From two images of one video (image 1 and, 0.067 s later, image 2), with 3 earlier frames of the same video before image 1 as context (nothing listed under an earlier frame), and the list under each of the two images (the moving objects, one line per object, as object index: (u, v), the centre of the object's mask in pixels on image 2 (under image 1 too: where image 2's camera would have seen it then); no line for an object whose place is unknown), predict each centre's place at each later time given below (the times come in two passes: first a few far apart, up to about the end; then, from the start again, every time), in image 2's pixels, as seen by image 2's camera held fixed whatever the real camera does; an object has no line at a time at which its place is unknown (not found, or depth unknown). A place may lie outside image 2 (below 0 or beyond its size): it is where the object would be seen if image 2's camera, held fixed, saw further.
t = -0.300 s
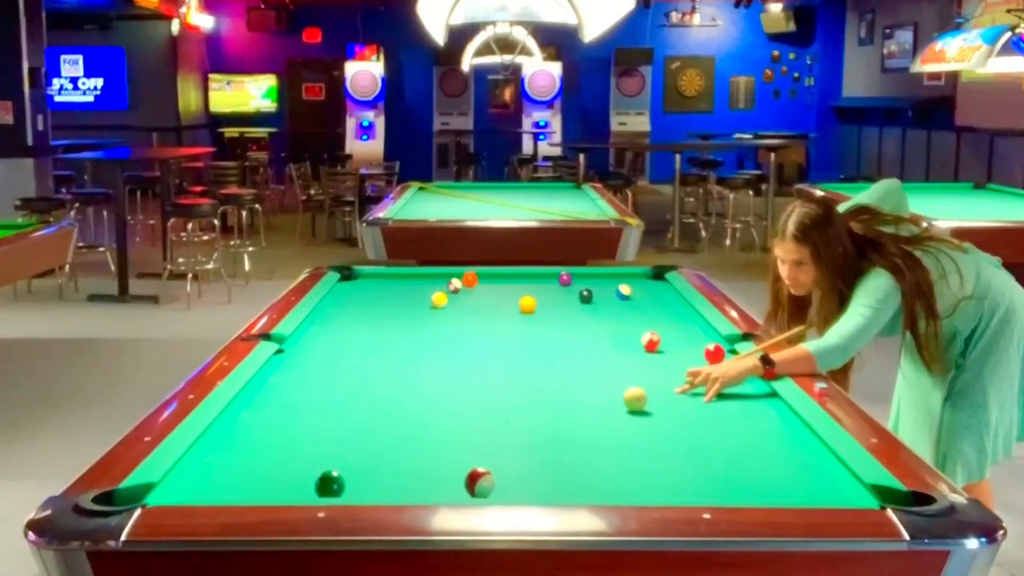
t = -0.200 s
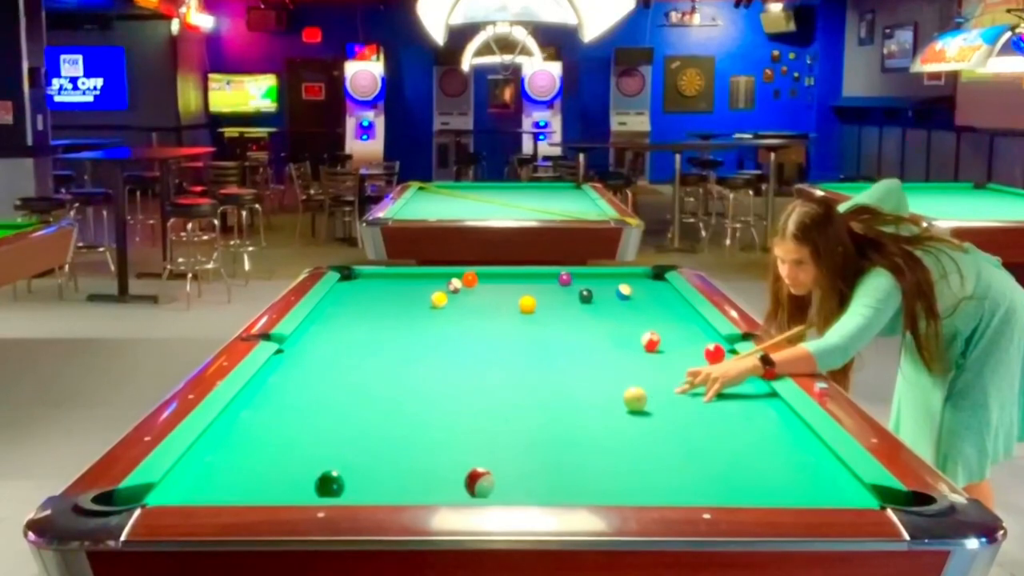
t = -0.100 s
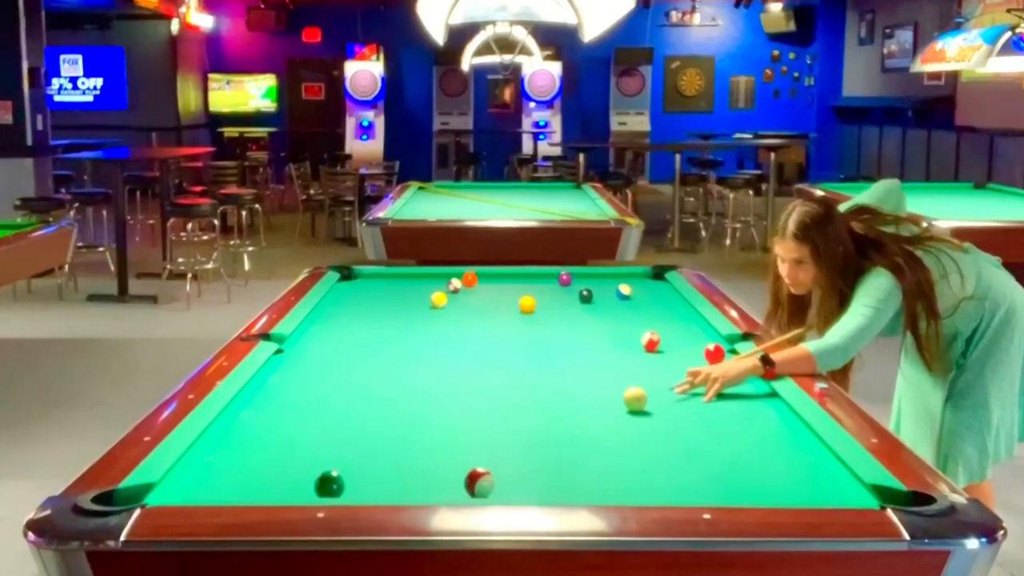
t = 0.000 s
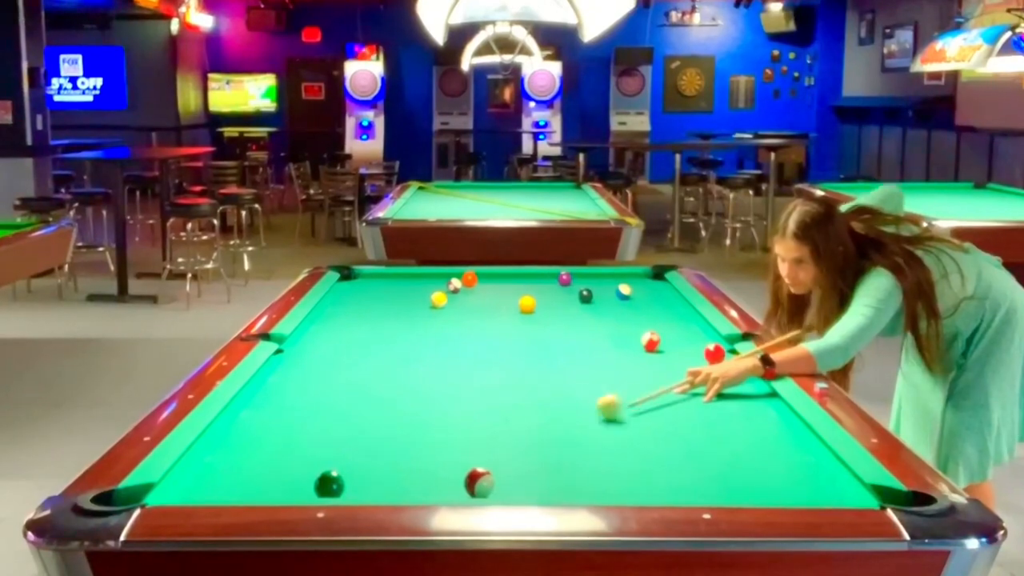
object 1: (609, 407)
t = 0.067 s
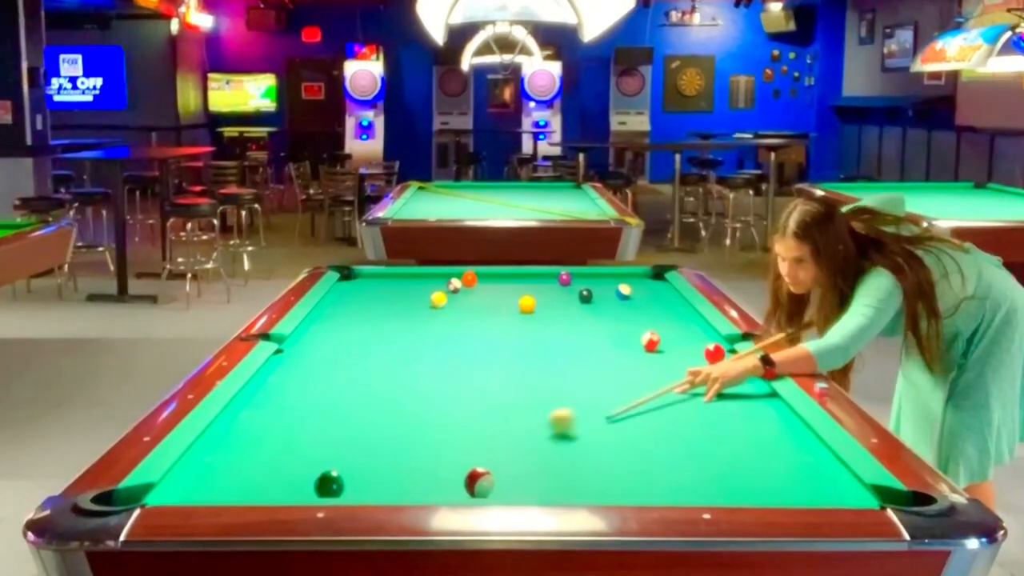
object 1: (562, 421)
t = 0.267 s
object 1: (422, 465)
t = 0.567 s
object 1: (374, 476)
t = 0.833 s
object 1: (386, 449)
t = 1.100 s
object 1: (396, 428)
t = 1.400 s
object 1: (406, 408)
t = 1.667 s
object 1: (414, 392)
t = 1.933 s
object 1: (420, 379)
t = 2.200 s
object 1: (426, 368)
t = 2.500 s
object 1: (431, 357)
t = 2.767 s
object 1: (436, 349)
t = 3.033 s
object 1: (439, 341)
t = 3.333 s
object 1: (444, 333)
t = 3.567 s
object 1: (446, 328)
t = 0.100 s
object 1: (538, 428)
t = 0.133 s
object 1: (514, 436)
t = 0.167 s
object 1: (490, 444)
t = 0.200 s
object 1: (467, 451)
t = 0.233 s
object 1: (445, 458)
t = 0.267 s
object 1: (422, 465)
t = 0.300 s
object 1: (399, 472)
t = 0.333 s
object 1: (377, 479)
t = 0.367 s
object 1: (361, 484)
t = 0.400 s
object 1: (359, 487)
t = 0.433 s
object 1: (360, 488)
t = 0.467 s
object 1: (365, 485)
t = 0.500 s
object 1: (369, 483)
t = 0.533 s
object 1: (372, 480)
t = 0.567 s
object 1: (374, 476)
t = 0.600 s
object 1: (375, 472)
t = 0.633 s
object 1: (377, 469)
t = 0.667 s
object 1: (378, 465)
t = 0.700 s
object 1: (380, 462)
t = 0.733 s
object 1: (382, 459)
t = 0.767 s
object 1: (383, 456)
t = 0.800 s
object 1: (385, 452)
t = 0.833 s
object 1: (386, 449)
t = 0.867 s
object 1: (387, 446)
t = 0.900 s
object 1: (389, 444)
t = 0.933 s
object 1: (390, 441)
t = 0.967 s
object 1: (391, 438)
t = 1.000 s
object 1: (393, 435)
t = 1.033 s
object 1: (394, 433)
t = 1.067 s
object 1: (395, 430)
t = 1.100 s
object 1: (396, 428)
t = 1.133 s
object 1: (397, 426)
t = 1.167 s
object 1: (398, 423)
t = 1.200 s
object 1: (400, 421)
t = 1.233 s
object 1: (401, 418)
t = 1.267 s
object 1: (402, 416)
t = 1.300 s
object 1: (403, 414)
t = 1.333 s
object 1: (404, 412)
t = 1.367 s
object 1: (405, 410)
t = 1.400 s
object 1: (406, 408)
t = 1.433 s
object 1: (407, 406)
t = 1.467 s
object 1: (408, 404)
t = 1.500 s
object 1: (409, 401)
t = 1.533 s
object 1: (410, 400)
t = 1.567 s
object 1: (411, 398)
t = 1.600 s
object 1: (412, 396)
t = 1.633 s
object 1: (413, 394)
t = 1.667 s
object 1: (414, 392)
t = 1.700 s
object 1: (414, 390)
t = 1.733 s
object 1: (415, 389)
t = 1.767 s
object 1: (416, 387)
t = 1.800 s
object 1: (417, 385)
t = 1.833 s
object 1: (418, 384)
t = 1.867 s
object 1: (419, 382)
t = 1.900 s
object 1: (420, 381)
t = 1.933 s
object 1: (420, 379)
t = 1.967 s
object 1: (421, 378)
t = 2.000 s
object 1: (422, 376)
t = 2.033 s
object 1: (422, 375)
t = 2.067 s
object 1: (423, 374)
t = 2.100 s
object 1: (424, 372)
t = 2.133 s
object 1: (425, 371)
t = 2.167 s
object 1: (425, 369)
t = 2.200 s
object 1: (426, 368)
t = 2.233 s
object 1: (426, 367)
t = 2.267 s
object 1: (427, 365)
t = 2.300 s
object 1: (428, 364)
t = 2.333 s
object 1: (428, 363)
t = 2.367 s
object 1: (429, 362)
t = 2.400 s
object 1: (429, 360)
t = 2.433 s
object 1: (430, 359)
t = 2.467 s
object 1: (431, 358)
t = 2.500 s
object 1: (431, 357)
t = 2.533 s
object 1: (432, 356)
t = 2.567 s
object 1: (433, 355)
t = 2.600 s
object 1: (433, 354)
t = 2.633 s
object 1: (434, 353)
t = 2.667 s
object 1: (434, 351)
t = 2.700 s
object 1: (435, 350)
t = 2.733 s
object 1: (435, 350)
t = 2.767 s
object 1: (436, 349)
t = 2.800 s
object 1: (436, 347)
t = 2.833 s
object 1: (437, 346)
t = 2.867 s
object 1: (437, 345)
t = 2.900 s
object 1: (438, 344)
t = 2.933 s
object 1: (438, 343)
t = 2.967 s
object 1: (438, 343)
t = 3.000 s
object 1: (439, 341)
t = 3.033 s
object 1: (439, 341)
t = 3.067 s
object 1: (440, 340)
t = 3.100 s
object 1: (441, 338)
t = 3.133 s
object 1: (441, 338)
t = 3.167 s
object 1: (442, 337)
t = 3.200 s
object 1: (442, 336)
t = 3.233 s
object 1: (443, 335)
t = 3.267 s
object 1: (443, 335)
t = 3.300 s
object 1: (443, 334)
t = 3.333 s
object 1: (444, 333)
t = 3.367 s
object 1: (444, 332)
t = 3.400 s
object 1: (444, 331)
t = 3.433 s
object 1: (445, 330)
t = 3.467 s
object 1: (445, 329)
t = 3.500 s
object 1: (446, 329)
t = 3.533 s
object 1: (446, 328)
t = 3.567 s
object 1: (446, 328)
